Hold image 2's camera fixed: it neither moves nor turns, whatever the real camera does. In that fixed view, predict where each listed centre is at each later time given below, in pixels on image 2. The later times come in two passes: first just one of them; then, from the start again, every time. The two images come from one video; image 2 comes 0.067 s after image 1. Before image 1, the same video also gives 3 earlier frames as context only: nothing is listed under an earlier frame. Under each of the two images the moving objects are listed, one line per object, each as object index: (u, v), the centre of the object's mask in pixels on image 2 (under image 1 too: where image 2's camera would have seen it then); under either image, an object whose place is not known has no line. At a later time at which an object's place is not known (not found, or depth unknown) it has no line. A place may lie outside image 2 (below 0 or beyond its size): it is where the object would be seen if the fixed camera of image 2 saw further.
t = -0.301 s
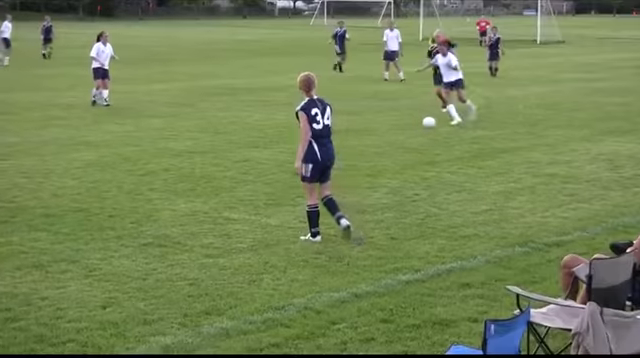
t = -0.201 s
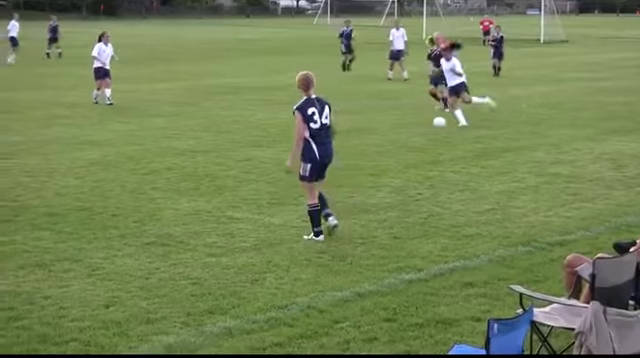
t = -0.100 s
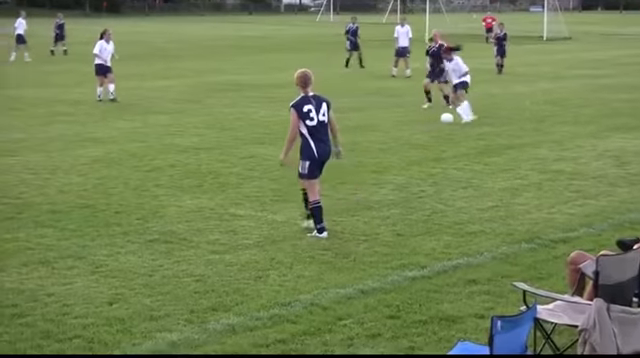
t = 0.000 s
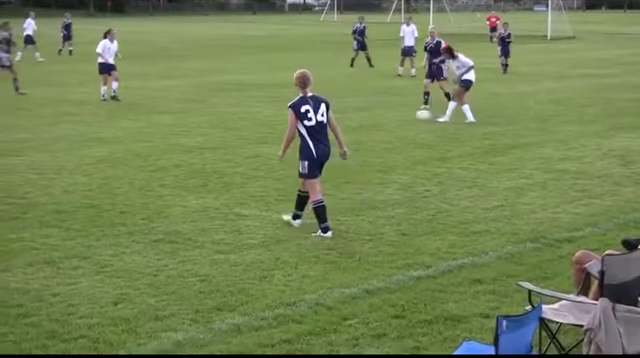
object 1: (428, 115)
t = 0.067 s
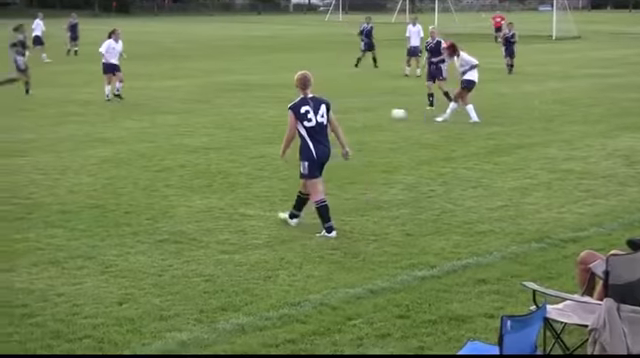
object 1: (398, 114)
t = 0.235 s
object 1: (341, 109)
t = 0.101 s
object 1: (385, 113)
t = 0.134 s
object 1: (373, 113)
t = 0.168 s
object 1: (362, 112)
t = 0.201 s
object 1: (351, 110)
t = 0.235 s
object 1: (341, 109)
